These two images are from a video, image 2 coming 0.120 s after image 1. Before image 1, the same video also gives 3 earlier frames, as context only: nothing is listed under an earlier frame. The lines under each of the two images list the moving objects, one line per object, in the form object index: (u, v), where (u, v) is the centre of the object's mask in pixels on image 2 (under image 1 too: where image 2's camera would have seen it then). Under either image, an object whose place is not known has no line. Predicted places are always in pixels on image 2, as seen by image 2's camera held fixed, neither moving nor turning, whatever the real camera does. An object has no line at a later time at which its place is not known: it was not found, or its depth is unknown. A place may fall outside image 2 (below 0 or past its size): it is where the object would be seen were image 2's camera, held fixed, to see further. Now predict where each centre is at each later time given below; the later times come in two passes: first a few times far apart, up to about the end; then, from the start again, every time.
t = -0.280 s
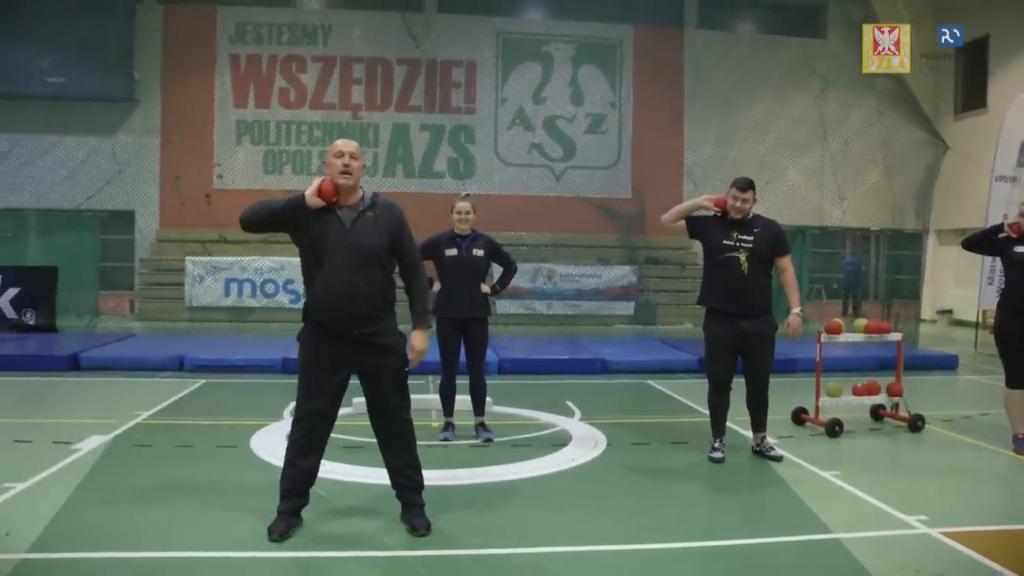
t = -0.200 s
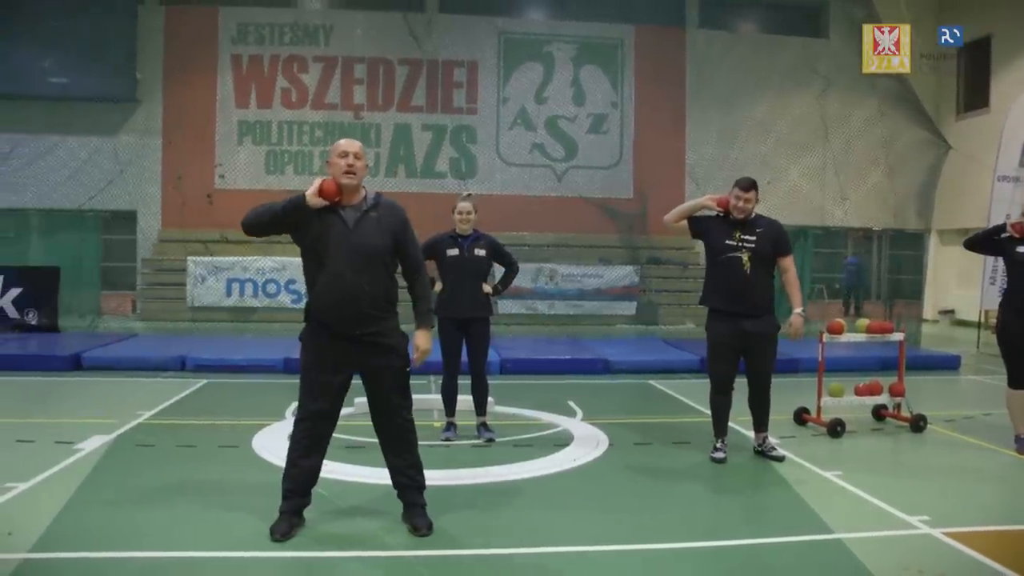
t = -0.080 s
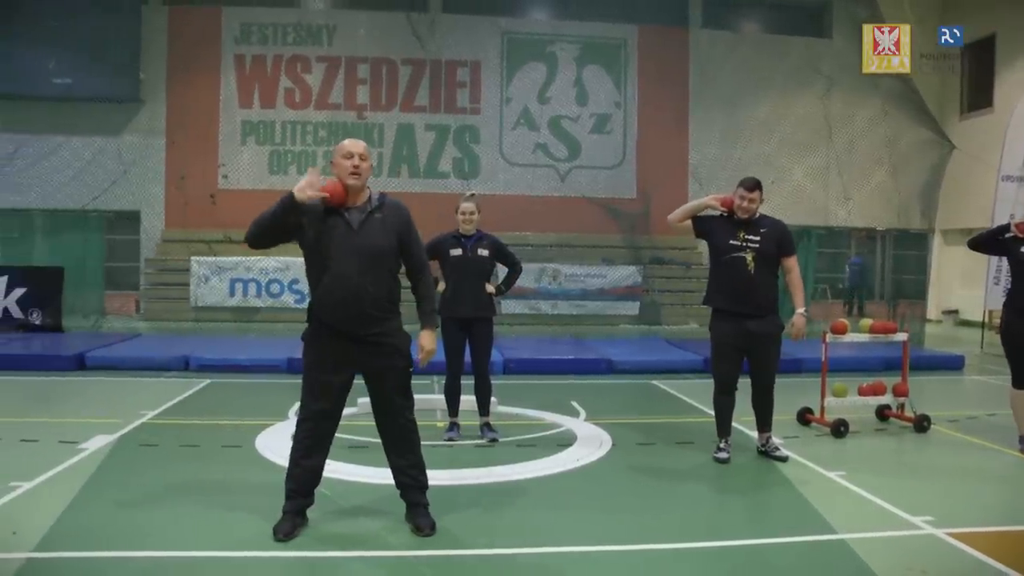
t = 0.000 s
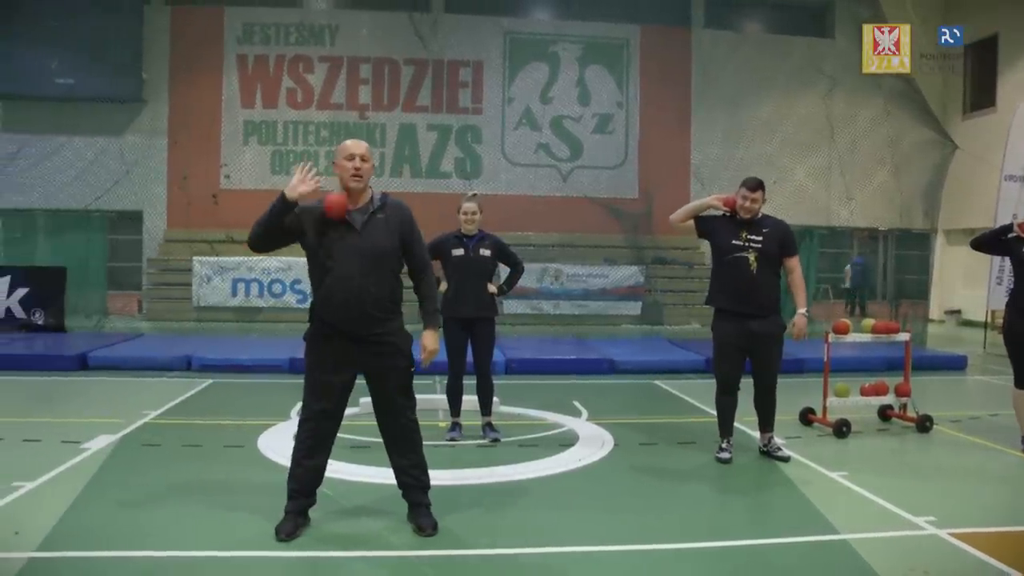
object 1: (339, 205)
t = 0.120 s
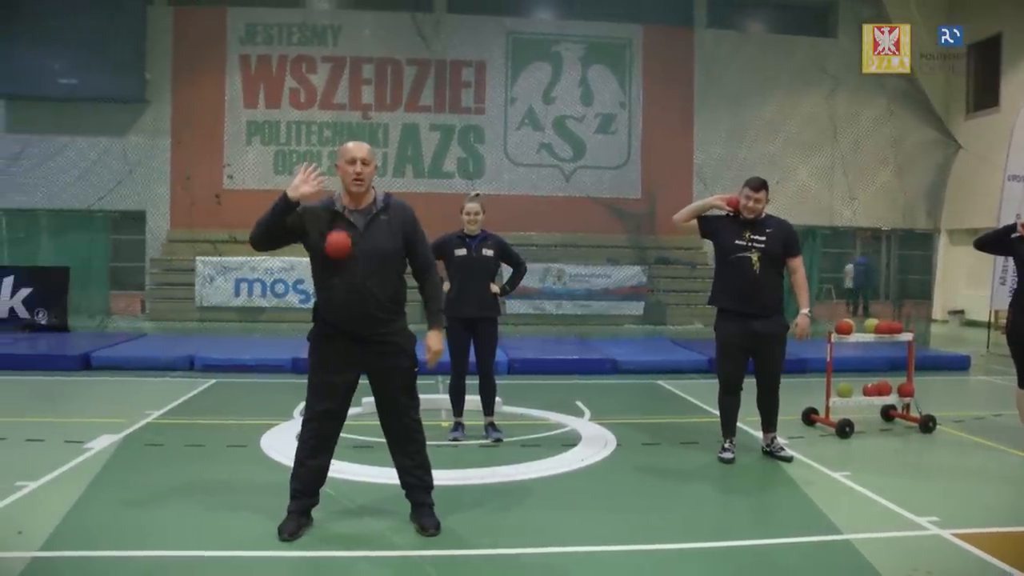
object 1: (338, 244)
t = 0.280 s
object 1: (336, 347)
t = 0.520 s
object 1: (335, 540)
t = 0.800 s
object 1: (326, 557)
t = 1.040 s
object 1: (315, 563)
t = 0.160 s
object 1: (337, 264)
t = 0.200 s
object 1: (336, 287)
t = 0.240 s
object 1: (337, 317)
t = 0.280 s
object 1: (336, 347)
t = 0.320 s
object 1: (336, 383)
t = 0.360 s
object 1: (335, 420)
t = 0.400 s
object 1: (334, 461)
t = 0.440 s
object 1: (337, 513)
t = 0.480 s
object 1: (336, 549)
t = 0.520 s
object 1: (335, 540)
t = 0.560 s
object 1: (334, 534)
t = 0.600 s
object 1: (332, 532)
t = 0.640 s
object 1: (332, 533)
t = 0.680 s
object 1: (330, 538)
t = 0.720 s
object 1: (329, 547)
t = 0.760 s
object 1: (328, 557)
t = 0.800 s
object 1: (326, 557)
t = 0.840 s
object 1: (324, 559)
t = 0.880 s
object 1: (322, 560)
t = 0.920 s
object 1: (321, 561)
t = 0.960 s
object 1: (319, 562)
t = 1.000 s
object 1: (317, 563)
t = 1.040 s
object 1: (315, 563)
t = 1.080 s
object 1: (314, 564)
